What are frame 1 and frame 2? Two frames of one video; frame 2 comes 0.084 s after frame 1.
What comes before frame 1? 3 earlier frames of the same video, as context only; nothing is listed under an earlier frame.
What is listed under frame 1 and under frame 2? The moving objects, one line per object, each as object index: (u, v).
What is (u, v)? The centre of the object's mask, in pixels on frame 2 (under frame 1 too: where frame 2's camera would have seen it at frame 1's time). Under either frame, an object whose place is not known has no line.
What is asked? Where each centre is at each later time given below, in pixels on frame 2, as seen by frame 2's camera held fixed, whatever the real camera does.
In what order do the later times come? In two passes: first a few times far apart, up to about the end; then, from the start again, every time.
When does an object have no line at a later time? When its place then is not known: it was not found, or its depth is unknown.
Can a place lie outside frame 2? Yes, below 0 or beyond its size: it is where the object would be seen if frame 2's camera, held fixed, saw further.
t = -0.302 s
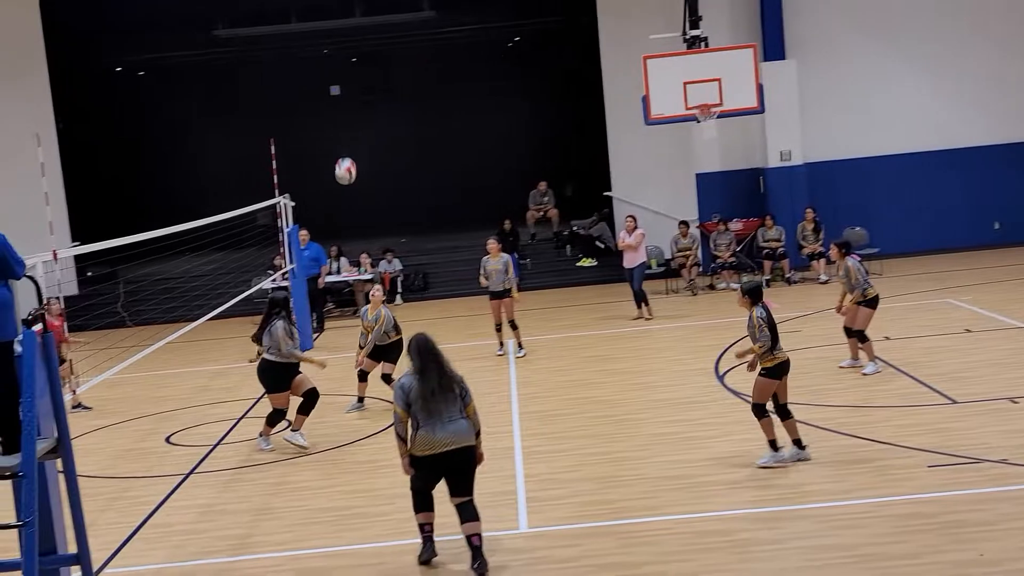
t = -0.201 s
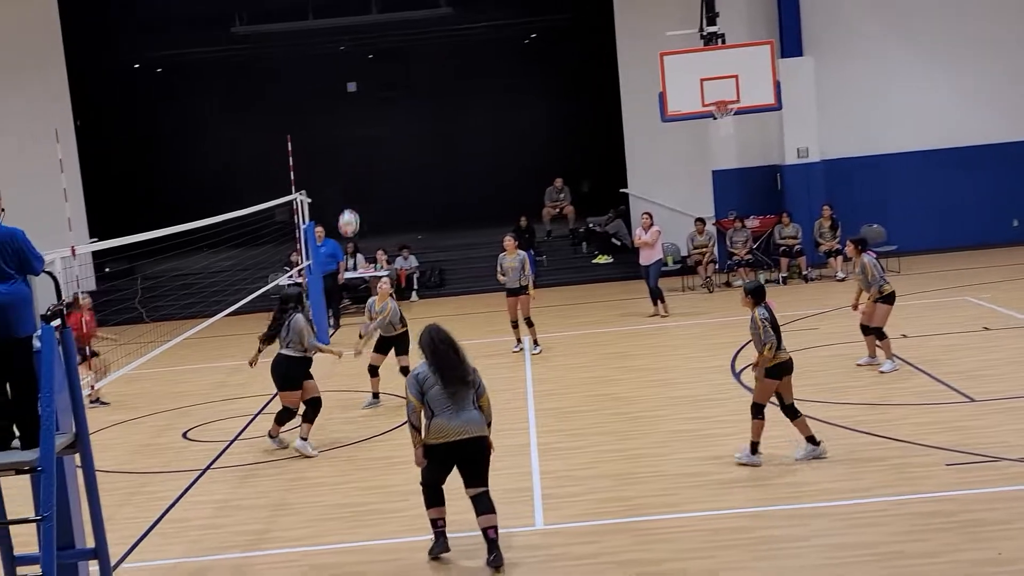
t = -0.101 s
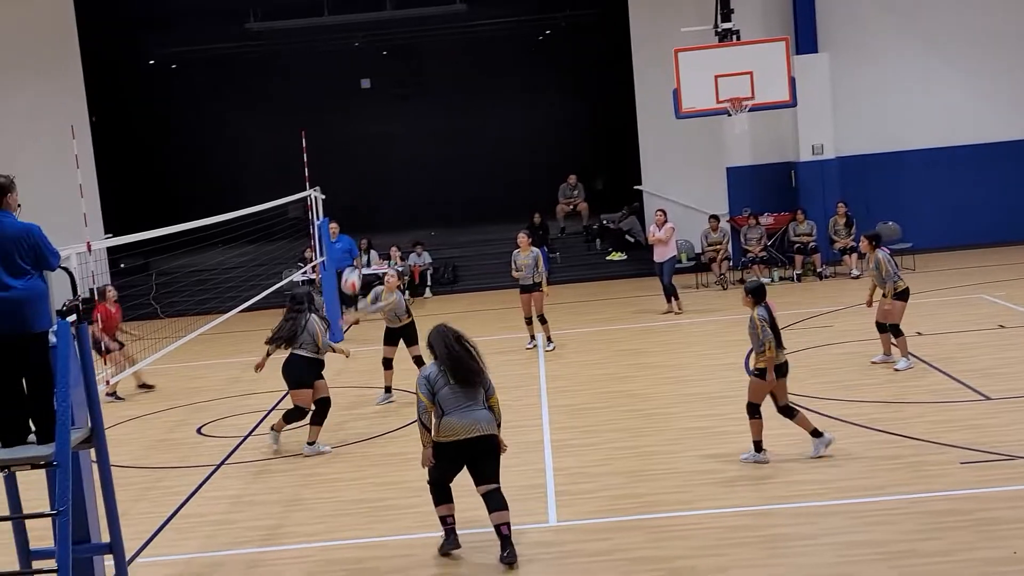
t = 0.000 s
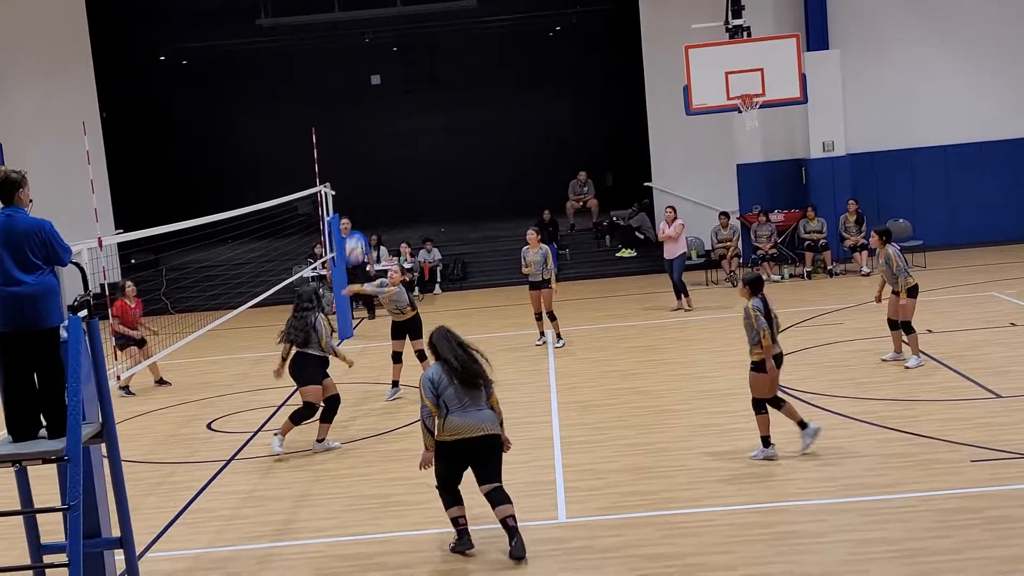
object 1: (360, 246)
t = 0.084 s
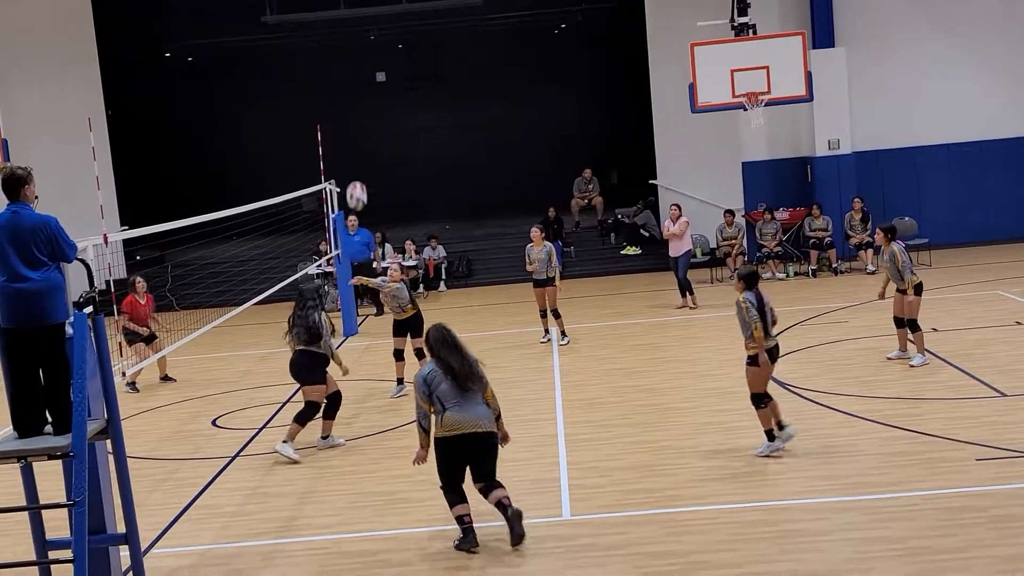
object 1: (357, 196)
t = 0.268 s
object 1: (352, 105)
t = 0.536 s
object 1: (351, 27)
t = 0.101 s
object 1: (356, 187)
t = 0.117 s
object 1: (356, 178)
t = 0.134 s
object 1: (355, 169)
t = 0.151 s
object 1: (355, 160)
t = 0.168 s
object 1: (354, 151)
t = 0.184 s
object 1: (354, 143)
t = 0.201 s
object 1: (353, 135)
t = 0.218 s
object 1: (353, 127)
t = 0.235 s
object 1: (352, 120)
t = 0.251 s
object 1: (352, 112)
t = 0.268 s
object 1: (352, 105)
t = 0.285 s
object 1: (351, 98)
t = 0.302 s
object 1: (351, 92)
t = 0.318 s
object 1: (351, 85)
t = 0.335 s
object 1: (350, 79)
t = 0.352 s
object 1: (350, 73)
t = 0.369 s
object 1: (350, 68)
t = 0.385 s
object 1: (350, 62)
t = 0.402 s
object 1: (350, 57)
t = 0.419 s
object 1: (350, 52)
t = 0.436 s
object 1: (350, 48)
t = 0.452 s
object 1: (350, 44)
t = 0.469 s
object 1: (350, 40)
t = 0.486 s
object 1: (350, 36)
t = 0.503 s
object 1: (350, 33)
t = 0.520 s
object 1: (351, 30)
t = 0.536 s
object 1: (351, 27)
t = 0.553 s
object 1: (351, 24)
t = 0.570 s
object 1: (352, 23)
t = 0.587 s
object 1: (352, 21)
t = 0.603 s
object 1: (352, 21)
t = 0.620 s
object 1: (353, 20)
